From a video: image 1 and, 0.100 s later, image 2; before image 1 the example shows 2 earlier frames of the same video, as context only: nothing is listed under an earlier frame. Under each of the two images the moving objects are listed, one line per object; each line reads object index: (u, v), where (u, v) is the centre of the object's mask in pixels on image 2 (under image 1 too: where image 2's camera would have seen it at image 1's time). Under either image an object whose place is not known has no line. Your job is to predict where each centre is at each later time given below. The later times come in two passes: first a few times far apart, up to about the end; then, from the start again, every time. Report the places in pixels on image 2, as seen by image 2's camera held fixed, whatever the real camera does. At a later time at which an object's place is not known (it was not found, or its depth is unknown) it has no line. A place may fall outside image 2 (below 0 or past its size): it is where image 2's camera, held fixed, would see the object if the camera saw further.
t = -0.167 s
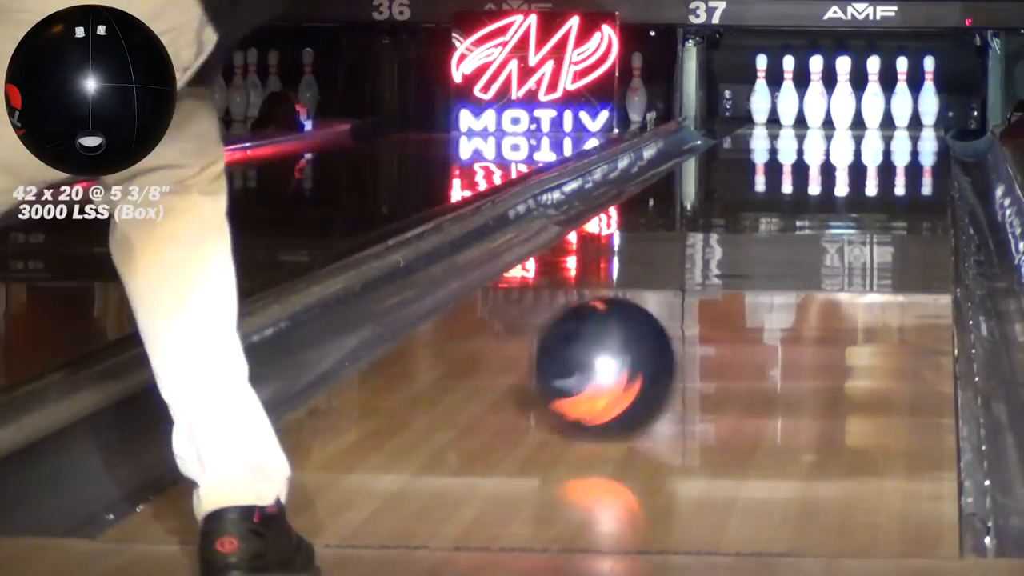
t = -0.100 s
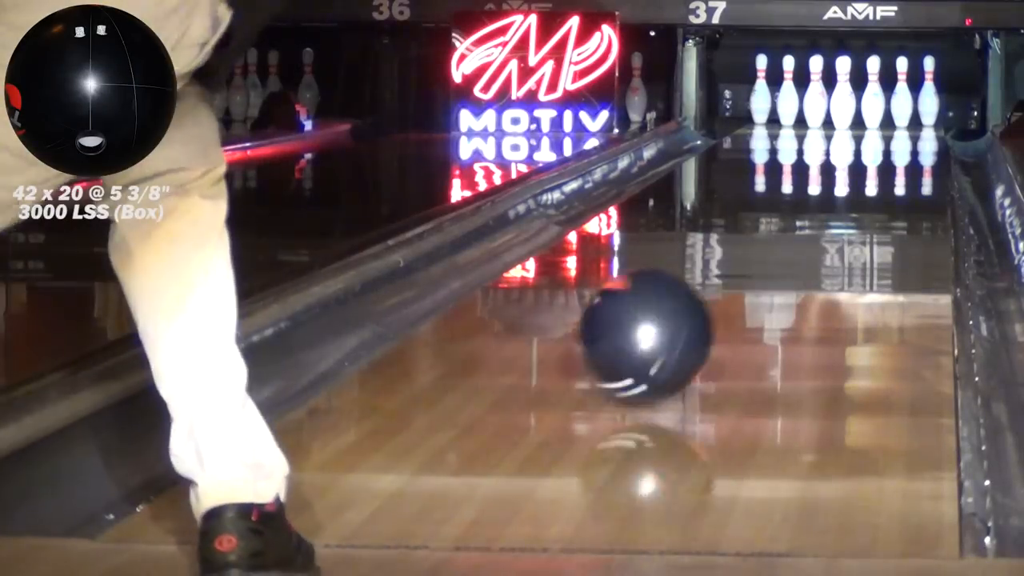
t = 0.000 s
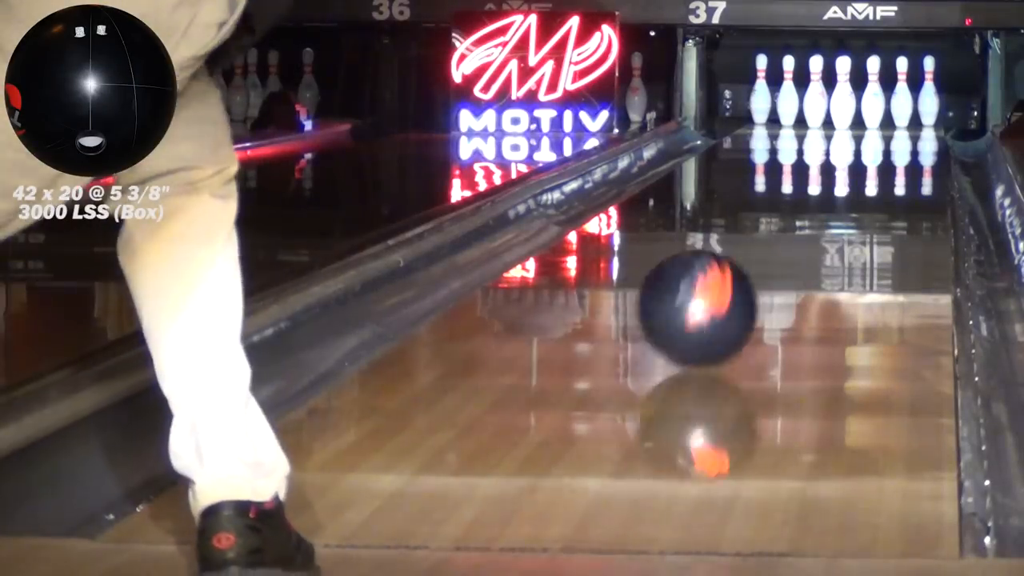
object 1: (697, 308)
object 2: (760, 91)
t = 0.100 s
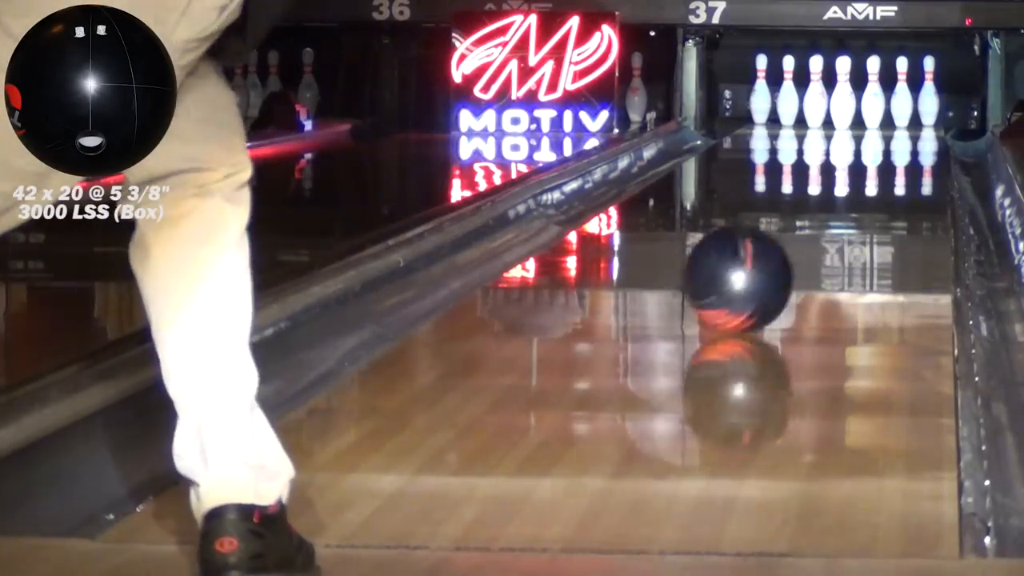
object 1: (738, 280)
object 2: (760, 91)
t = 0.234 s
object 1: (782, 248)
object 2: (760, 91)
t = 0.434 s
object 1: (829, 217)
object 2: (760, 91)
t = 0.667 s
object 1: (868, 185)
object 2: (760, 91)
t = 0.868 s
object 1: (892, 168)
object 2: (760, 91)
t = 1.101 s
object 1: (907, 150)
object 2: (760, 91)
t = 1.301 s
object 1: (913, 137)
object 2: (760, 91)
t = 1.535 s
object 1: (907, 126)
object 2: (760, 91)
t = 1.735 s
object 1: (893, 118)
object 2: (760, 91)
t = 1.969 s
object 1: (865, 111)
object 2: (760, 91)
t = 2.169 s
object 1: (855, 108)
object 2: (744, 88)
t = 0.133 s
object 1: (750, 270)
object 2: (760, 91)
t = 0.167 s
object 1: (761, 262)
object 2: (760, 91)
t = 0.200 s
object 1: (771, 254)
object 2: (760, 91)
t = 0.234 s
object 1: (782, 248)
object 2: (760, 91)
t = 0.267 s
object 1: (791, 244)
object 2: (760, 91)
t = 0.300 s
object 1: (800, 237)
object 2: (760, 91)
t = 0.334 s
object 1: (808, 232)
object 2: (760, 91)
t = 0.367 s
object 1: (815, 227)
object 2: (760, 91)
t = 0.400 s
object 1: (823, 222)
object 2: (760, 91)
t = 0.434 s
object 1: (829, 217)
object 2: (760, 91)
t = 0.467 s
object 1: (836, 212)
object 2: (760, 91)
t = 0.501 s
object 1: (842, 207)
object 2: (760, 91)
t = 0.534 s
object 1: (848, 203)
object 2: (760, 91)
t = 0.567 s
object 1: (854, 198)
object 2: (760, 91)
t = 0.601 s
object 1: (859, 193)
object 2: (760, 91)
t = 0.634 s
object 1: (864, 190)
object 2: (760, 91)
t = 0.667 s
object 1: (868, 185)
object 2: (760, 91)
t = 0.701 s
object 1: (873, 183)
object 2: (760, 91)
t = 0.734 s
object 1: (878, 178)
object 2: (760, 91)
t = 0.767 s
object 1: (881, 176)
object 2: (760, 91)
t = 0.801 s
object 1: (885, 173)
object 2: (760, 91)
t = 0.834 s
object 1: (887, 170)
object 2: (760, 91)
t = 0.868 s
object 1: (892, 168)
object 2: (760, 91)
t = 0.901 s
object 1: (895, 165)
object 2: (760, 91)
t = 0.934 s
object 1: (897, 162)
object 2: (760, 91)
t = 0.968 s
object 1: (900, 159)
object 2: (760, 91)
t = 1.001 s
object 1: (902, 156)
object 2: (760, 91)
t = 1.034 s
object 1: (904, 154)
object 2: (760, 91)
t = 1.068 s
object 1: (906, 152)
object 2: (760, 91)
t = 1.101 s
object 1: (907, 150)
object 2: (760, 91)
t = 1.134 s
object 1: (909, 148)
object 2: (760, 91)
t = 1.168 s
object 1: (910, 145)
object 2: (760, 91)
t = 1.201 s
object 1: (911, 143)
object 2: (760, 91)
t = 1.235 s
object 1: (912, 141)
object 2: (760, 91)
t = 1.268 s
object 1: (912, 139)
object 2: (760, 91)
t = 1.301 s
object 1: (913, 137)
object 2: (760, 91)
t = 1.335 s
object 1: (913, 135)
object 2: (760, 91)
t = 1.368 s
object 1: (912, 134)
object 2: (760, 91)
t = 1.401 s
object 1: (912, 132)
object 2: (760, 91)
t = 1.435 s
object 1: (911, 131)
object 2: (760, 91)
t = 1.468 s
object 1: (910, 129)
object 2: (760, 91)
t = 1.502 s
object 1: (909, 128)
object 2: (760, 91)
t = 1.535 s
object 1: (907, 126)
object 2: (760, 91)
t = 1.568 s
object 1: (906, 125)
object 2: (760, 91)
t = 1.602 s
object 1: (904, 123)
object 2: (760, 91)
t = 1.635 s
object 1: (901, 122)
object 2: (760, 91)
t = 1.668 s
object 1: (898, 121)
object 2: (760, 91)
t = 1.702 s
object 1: (896, 119)
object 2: (760, 91)
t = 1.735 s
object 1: (893, 118)
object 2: (760, 91)
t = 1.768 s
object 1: (889, 117)
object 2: (760, 91)
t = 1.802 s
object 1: (885, 116)
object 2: (760, 91)
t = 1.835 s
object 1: (881, 115)
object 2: (760, 91)
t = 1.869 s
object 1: (877, 114)
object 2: (760, 91)
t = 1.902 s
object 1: (873, 114)
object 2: (760, 91)
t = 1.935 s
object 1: (869, 113)
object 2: (760, 91)
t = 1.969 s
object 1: (865, 111)
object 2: (760, 91)
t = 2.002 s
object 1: (861, 110)
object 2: (760, 91)
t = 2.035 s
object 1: (858, 110)
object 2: (760, 91)
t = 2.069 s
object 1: (859, 110)
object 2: (760, 91)
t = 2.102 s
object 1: (858, 109)
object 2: (760, 91)
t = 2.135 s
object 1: (855, 109)
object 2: (756, 92)
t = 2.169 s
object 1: (855, 108)
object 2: (744, 88)
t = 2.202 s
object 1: (855, 107)
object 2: (729, 91)
